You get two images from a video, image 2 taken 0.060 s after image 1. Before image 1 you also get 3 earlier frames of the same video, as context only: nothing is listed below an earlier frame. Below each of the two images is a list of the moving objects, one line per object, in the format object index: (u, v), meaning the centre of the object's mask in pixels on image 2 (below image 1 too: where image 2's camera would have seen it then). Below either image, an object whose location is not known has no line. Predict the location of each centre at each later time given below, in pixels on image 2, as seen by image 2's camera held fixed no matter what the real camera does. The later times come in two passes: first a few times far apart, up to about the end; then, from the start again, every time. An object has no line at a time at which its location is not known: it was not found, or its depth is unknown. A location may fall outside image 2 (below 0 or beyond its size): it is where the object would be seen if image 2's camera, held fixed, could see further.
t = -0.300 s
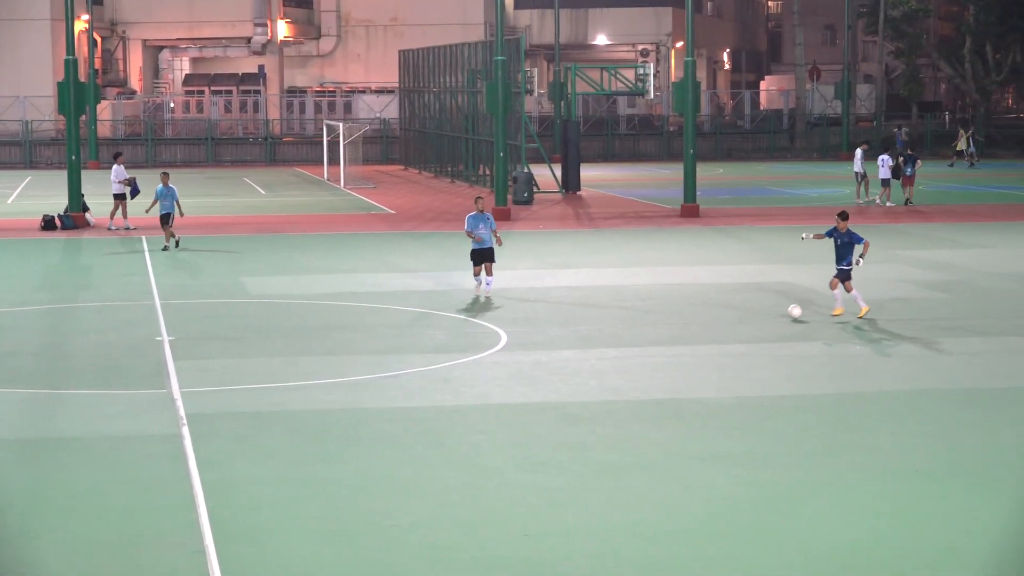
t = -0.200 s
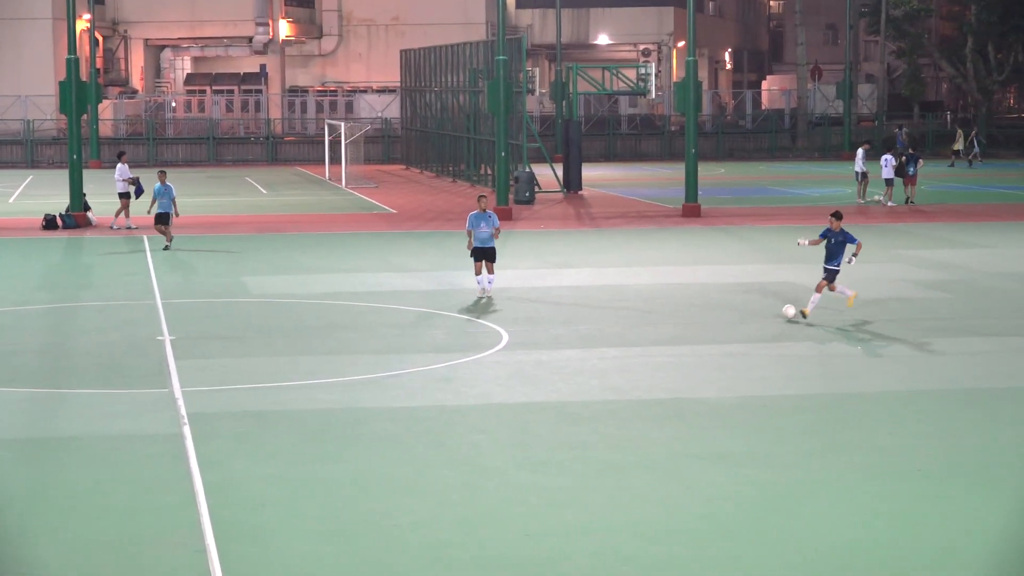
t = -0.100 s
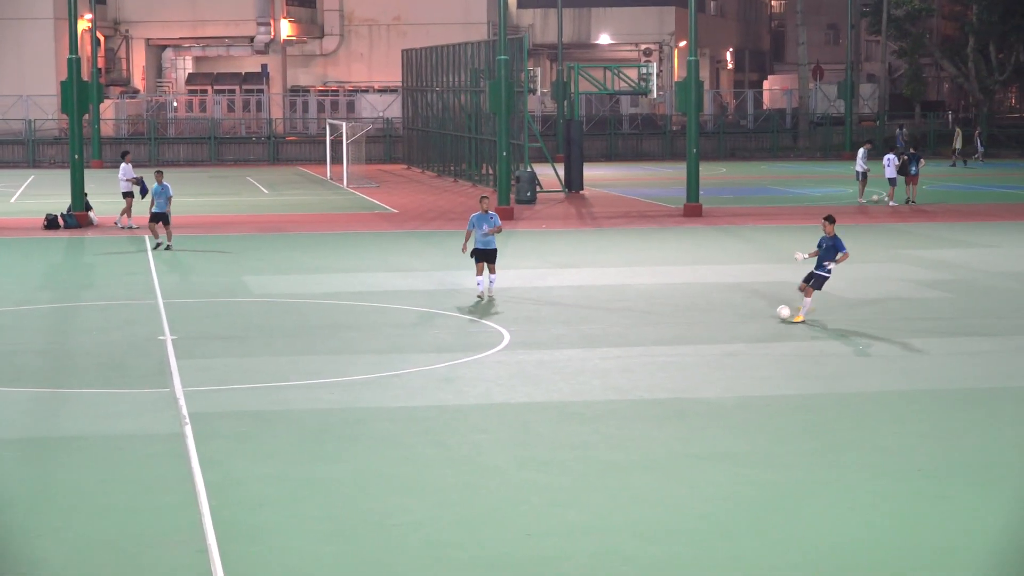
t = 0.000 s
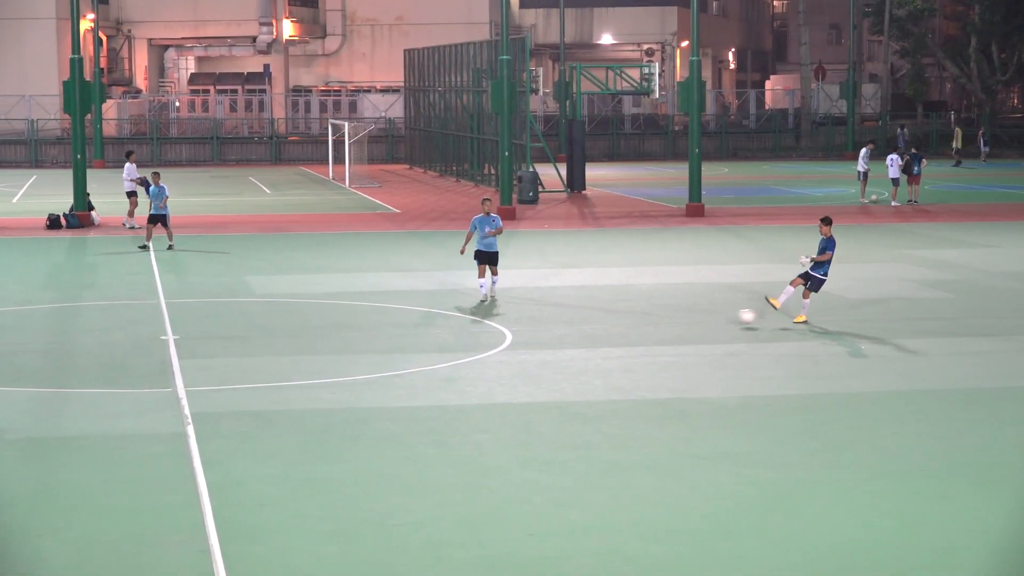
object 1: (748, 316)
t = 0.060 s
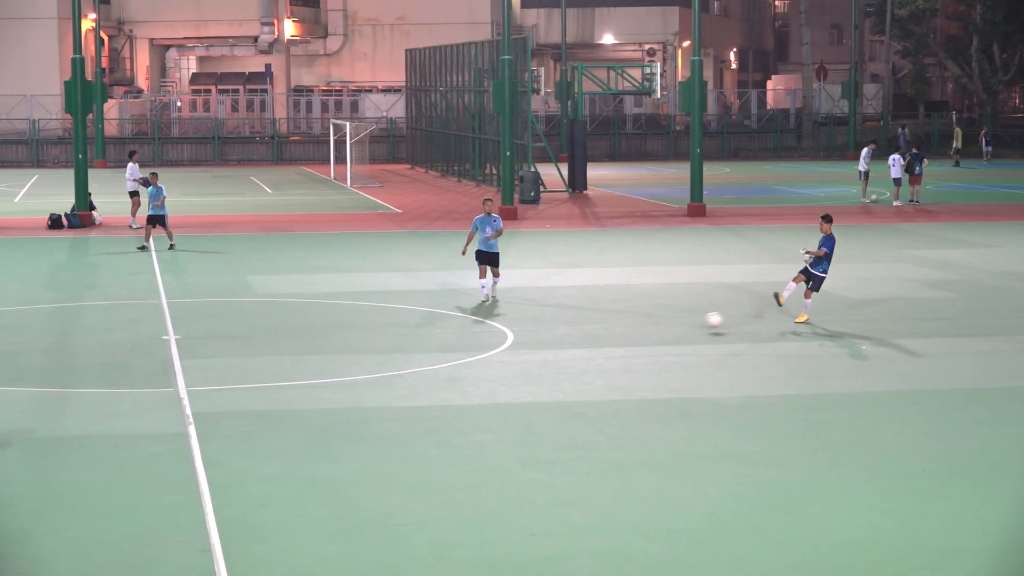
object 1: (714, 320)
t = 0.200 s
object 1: (637, 332)
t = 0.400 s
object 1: (537, 342)
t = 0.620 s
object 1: (424, 365)
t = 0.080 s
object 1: (702, 322)
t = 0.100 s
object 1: (690, 325)
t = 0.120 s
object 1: (679, 328)
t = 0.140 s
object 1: (667, 331)
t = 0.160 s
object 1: (657, 331)
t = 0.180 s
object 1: (647, 331)
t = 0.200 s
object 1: (637, 332)
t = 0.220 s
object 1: (627, 333)
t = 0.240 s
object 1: (617, 334)
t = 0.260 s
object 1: (607, 336)
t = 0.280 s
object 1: (597, 338)
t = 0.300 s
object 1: (586, 341)
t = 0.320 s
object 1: (576, 343)
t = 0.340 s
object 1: (566, 345)
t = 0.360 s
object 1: (556, 344)
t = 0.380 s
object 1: (547, 343)
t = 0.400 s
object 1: (537, 342)
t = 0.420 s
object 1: (527, 343)
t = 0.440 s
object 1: (518, 343)
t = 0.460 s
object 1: (507, 344)
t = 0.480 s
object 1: (497, 345)
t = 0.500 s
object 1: (487, 347)
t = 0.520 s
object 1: (476, 349)
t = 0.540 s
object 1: (466, 351)
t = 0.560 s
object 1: (456, 354)
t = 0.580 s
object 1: (445, 357)
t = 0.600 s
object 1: (435, 361)
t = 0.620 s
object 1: (424, 365)
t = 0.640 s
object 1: (413, 367)
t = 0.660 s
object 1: (402, 366)
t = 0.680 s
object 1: (391, 365)
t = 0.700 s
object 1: (380, 366)
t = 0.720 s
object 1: (369, 367)
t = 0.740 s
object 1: (358, 367)
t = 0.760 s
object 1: (346, 369)
